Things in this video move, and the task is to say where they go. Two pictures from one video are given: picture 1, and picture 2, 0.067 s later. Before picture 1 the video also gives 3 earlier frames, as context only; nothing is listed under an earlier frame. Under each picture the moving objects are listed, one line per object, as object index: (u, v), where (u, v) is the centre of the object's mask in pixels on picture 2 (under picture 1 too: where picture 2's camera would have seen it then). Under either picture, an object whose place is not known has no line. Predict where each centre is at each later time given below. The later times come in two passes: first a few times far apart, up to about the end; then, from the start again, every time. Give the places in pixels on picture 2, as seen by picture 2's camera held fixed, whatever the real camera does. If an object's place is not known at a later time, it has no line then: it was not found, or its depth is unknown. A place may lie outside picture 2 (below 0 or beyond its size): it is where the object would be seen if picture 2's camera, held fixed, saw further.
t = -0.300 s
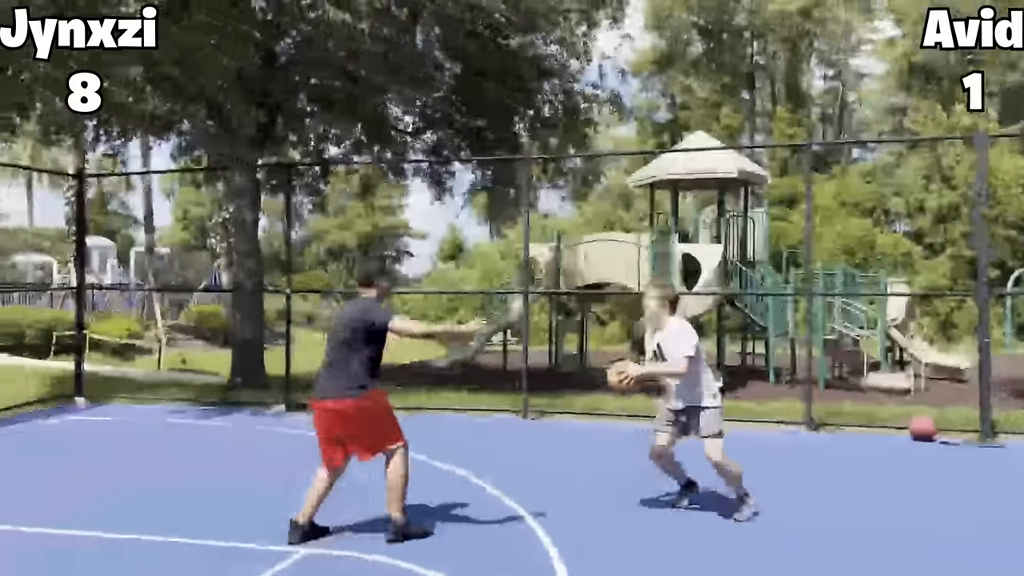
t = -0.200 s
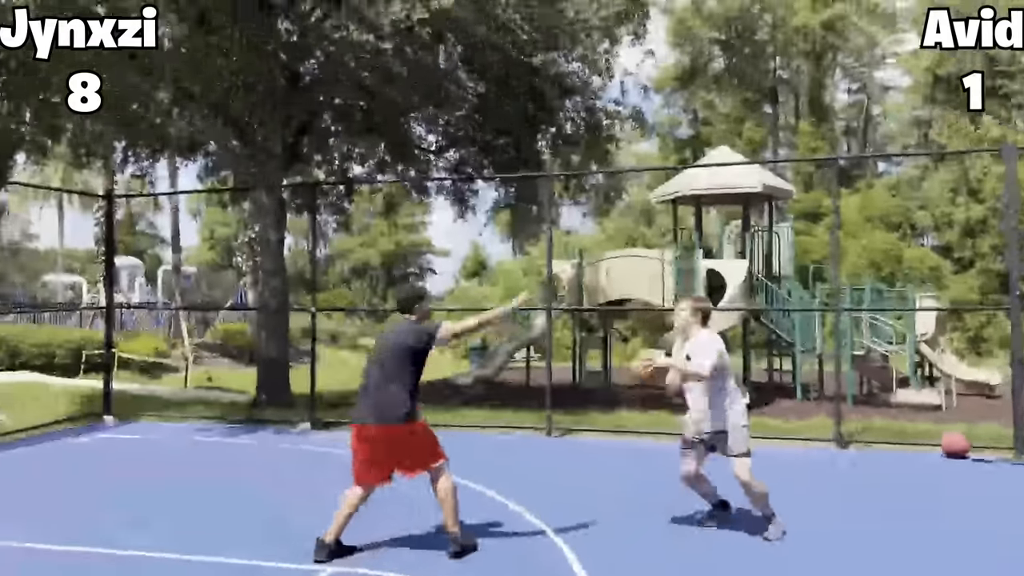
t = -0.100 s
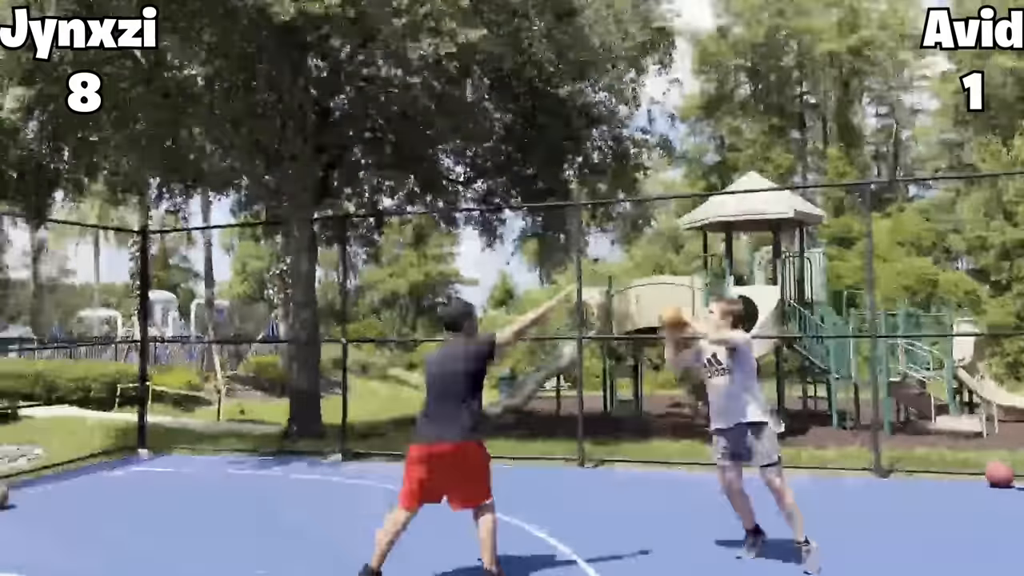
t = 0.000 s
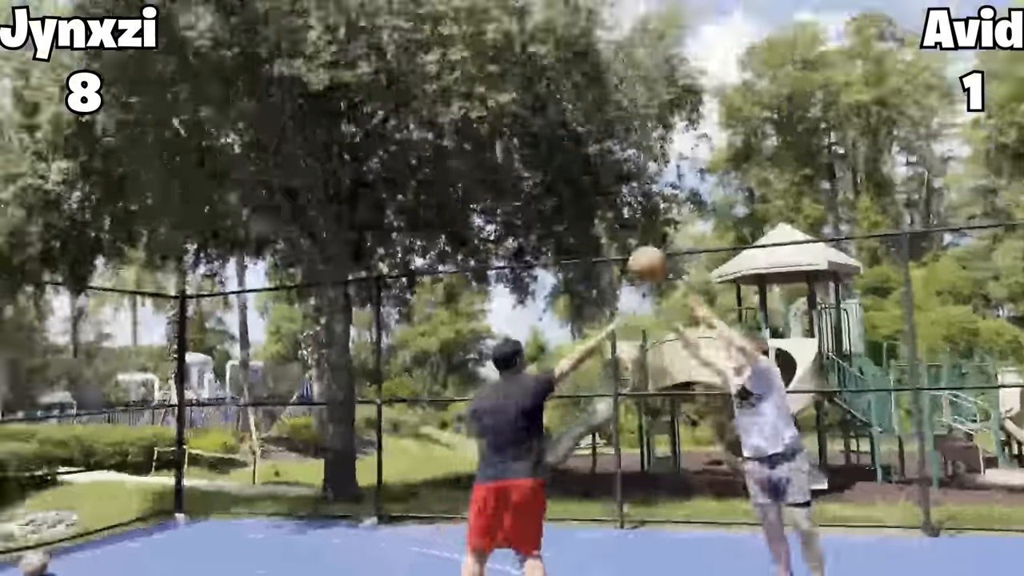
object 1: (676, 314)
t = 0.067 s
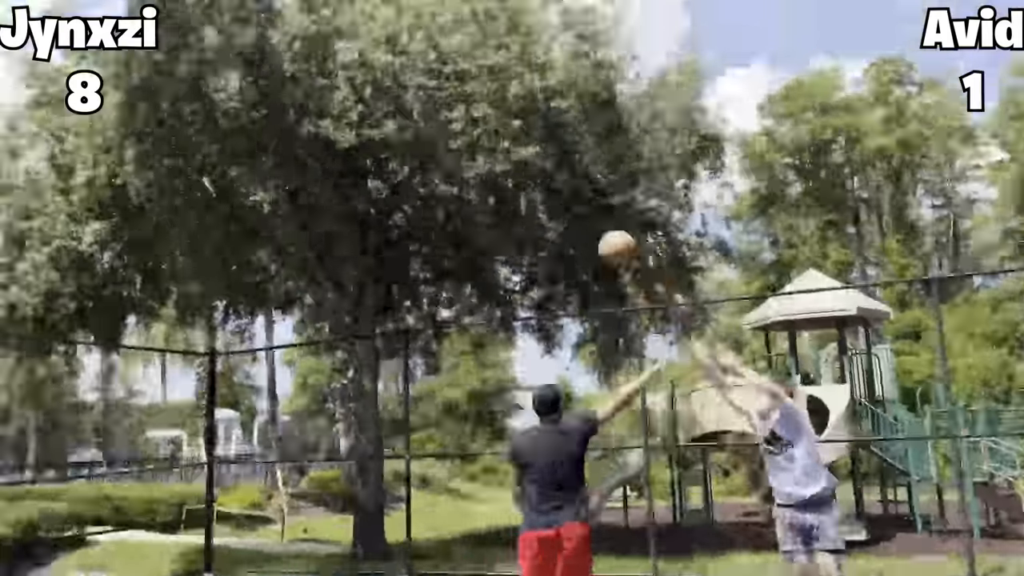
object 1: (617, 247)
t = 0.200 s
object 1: (510, 139)
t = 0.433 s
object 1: (336, 11)
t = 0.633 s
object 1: (197, -40)
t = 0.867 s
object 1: (33, -43)
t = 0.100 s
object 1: (589, 218)
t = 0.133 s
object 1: (562, 190)
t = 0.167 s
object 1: (536, 165)
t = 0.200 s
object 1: (510, 139)
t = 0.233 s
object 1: (486, 119)
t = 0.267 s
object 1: (460, 94)
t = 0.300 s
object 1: (433, 75)
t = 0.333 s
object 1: (409, 57)
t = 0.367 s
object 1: (384, 40)
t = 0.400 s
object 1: (356, 24)
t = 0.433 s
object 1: (336, 11)
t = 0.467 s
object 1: (314, 1)
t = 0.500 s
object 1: (292, -11)
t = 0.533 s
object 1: (270, -22)
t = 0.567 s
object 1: (248, -27)
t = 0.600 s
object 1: (221, -38)
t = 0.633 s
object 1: (197, -40)
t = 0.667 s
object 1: (173, -48)
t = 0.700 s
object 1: (152, -49)
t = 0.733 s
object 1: (127, -51)
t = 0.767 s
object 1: (105, -51)
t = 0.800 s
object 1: (78, -51)
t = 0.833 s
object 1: (58, -47)
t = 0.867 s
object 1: (33, -43)
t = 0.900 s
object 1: (6, -37)
